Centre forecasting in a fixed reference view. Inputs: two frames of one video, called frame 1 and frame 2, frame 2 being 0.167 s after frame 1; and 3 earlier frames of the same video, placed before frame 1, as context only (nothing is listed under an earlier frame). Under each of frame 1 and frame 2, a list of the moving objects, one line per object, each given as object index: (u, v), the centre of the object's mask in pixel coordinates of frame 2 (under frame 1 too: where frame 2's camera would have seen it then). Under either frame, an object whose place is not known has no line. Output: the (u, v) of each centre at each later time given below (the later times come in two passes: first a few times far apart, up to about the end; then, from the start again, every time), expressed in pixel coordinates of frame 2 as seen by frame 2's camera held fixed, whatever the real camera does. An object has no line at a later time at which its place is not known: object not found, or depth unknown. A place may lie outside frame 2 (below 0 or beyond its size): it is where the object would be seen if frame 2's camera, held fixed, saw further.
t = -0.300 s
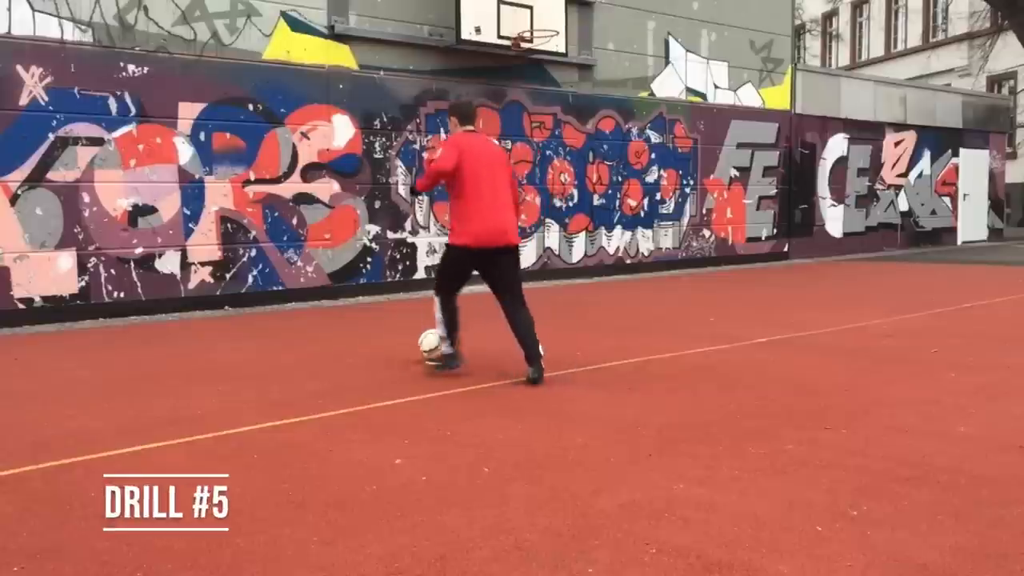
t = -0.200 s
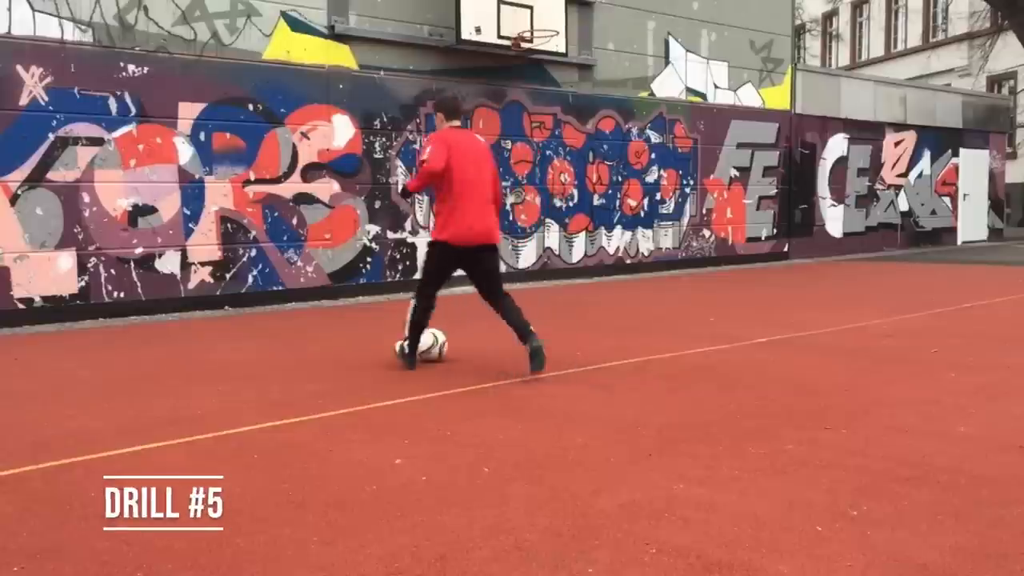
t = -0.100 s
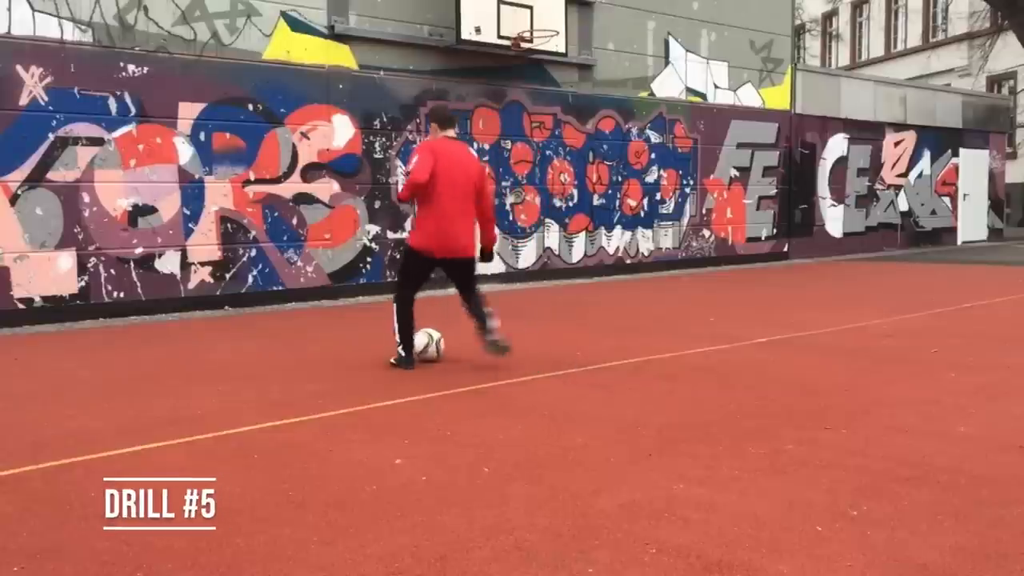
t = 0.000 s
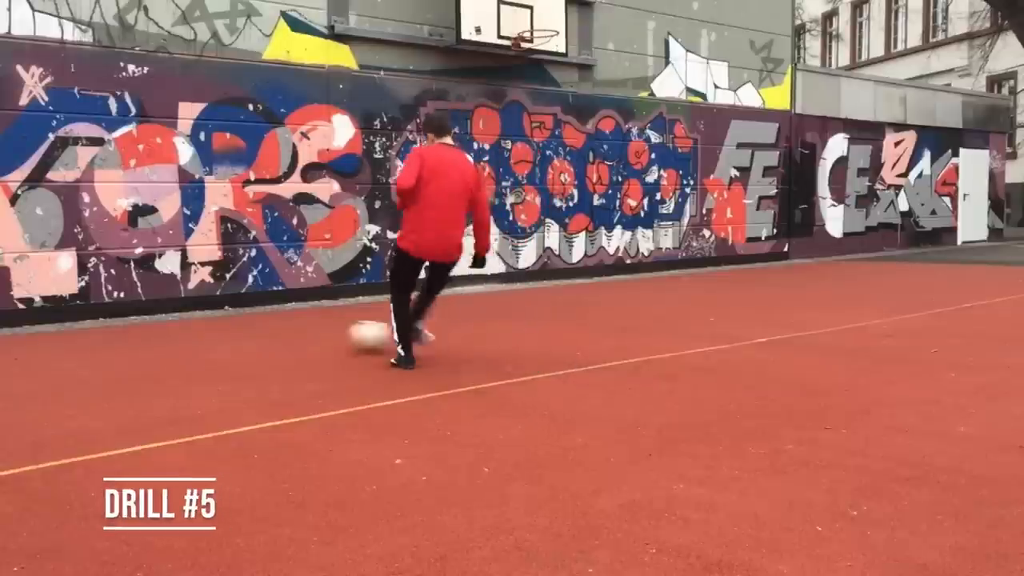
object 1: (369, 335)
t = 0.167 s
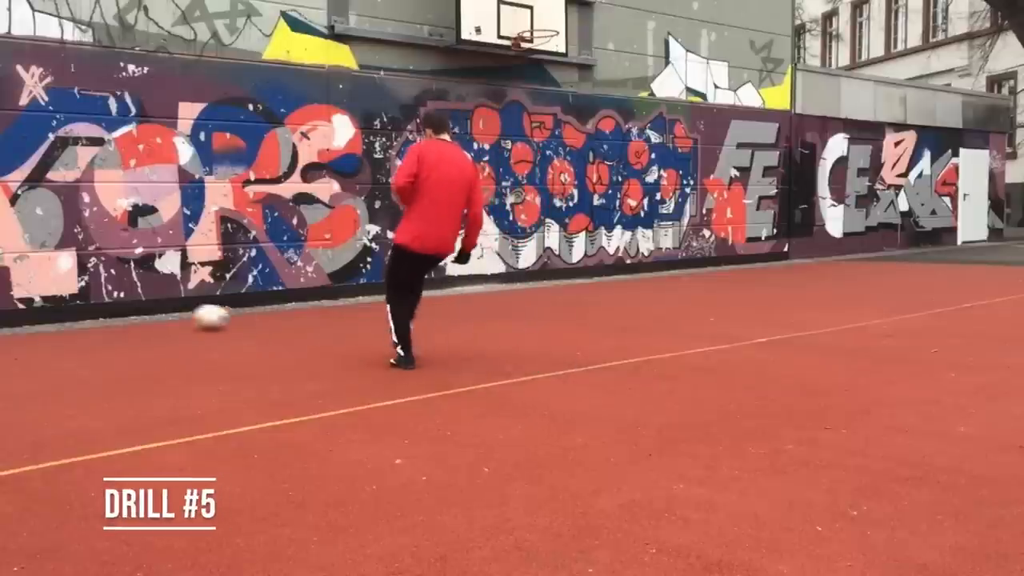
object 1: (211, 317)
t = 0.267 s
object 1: (142, 312)
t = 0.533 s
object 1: (188, 301)
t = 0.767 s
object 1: (284, 326)
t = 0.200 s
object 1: (186, 314)
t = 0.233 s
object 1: (163, 311)
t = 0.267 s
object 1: (142, 312)
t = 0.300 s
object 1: (122, 308)
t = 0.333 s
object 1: (118, 304)
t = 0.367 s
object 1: (128, 301)
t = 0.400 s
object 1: (139, 299)
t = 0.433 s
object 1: (151, 297)
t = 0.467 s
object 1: (163, 297)
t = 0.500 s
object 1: (175, 298)
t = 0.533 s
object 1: (188, 301)
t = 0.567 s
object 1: (201, 303)
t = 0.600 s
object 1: (216, 309)
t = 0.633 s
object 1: (230, 316)
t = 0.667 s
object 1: (246, 325)
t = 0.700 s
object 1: (261, 330)
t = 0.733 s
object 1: (272, 328)
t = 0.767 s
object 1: (284, 326)
